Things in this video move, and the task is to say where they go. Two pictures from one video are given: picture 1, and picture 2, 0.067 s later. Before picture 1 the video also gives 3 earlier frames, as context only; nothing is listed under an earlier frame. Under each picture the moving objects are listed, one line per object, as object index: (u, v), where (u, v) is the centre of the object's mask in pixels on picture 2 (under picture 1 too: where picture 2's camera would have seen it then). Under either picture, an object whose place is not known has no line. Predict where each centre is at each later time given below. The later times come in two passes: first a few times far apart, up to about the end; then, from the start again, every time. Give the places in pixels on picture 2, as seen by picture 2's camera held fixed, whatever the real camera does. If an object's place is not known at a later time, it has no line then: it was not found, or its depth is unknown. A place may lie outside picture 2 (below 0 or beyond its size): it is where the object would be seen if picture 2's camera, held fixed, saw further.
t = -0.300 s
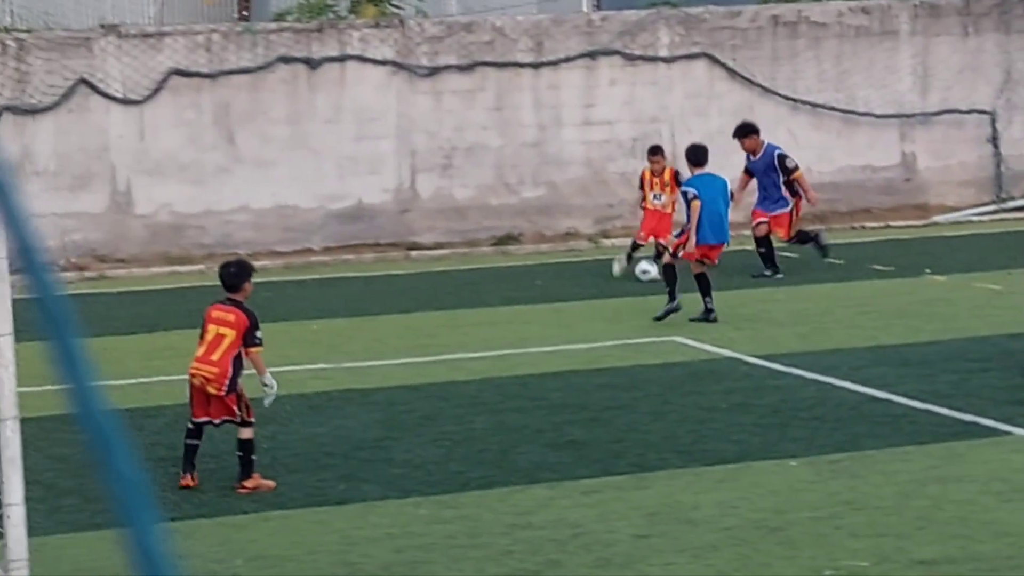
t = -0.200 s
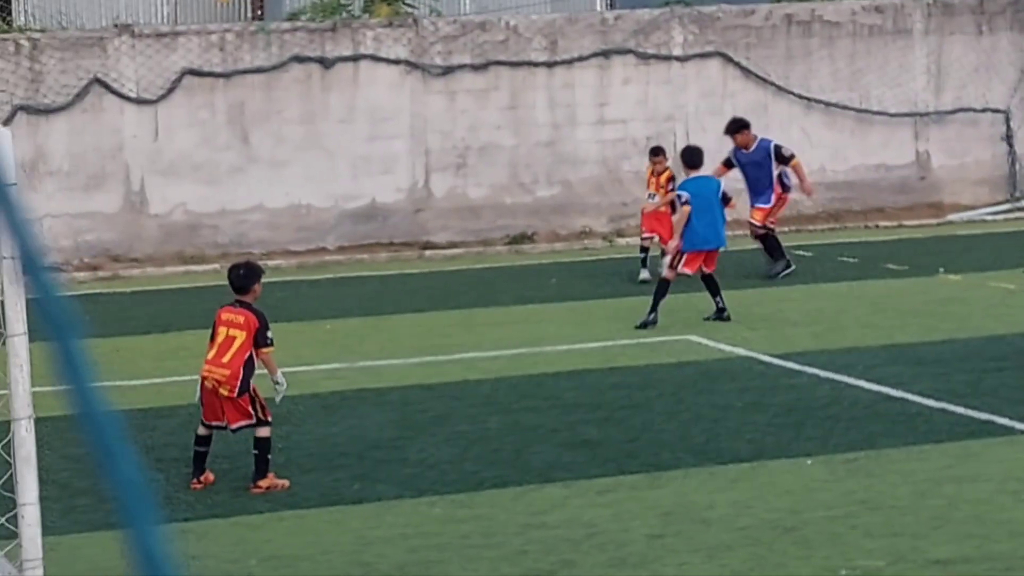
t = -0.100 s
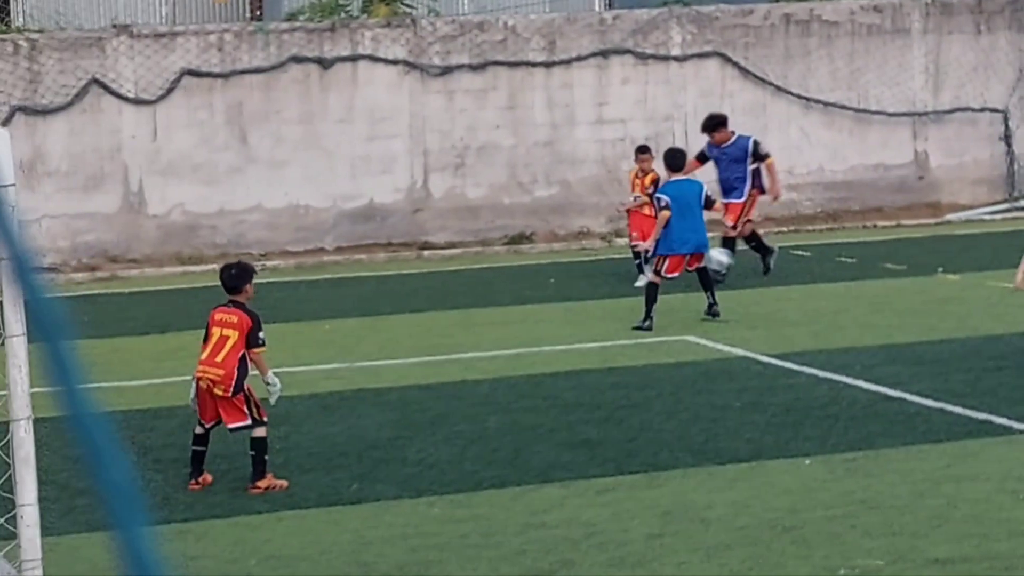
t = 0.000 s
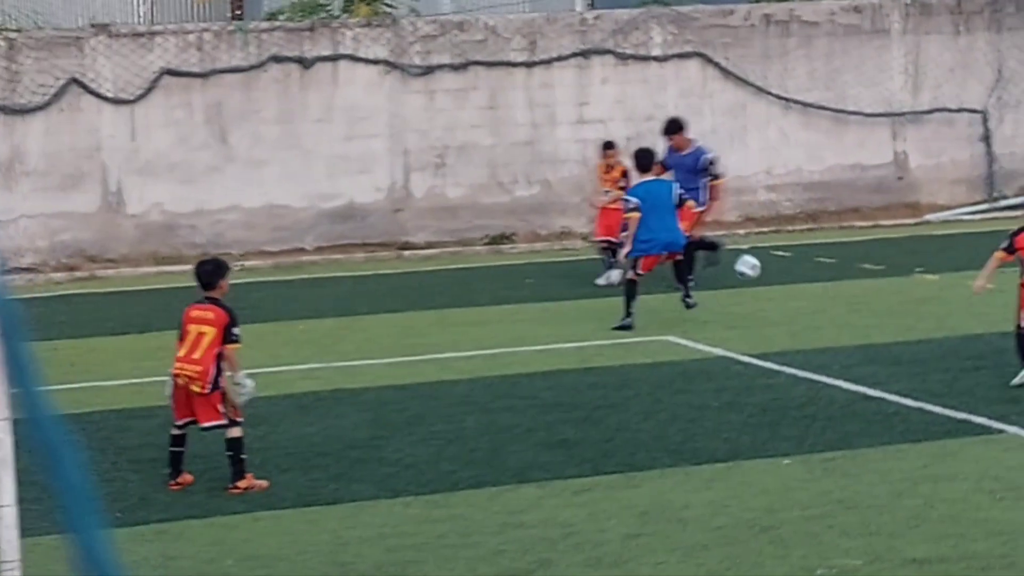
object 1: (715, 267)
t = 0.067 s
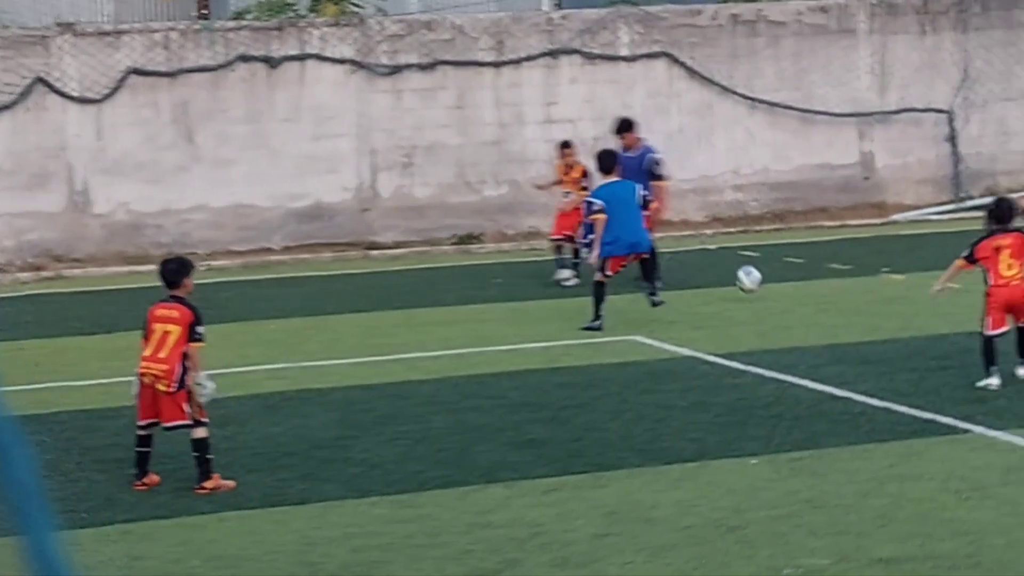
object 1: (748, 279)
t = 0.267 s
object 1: (836, 290)
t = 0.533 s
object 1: (943, 317)
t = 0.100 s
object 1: (765, 287)
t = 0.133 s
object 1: (782, 295)
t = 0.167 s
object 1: (796, 292)
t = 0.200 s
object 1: (811, 289)
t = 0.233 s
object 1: (822, 289)
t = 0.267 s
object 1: (836, 290)
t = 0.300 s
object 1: (849, 292)
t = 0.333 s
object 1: (863, 296)
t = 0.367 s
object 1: (877, 302)
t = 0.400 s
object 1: (890, 310)
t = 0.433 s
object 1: (903, 312)
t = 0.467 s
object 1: (918, 311)
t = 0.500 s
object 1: (929, 313)
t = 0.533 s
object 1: (943, 317)
